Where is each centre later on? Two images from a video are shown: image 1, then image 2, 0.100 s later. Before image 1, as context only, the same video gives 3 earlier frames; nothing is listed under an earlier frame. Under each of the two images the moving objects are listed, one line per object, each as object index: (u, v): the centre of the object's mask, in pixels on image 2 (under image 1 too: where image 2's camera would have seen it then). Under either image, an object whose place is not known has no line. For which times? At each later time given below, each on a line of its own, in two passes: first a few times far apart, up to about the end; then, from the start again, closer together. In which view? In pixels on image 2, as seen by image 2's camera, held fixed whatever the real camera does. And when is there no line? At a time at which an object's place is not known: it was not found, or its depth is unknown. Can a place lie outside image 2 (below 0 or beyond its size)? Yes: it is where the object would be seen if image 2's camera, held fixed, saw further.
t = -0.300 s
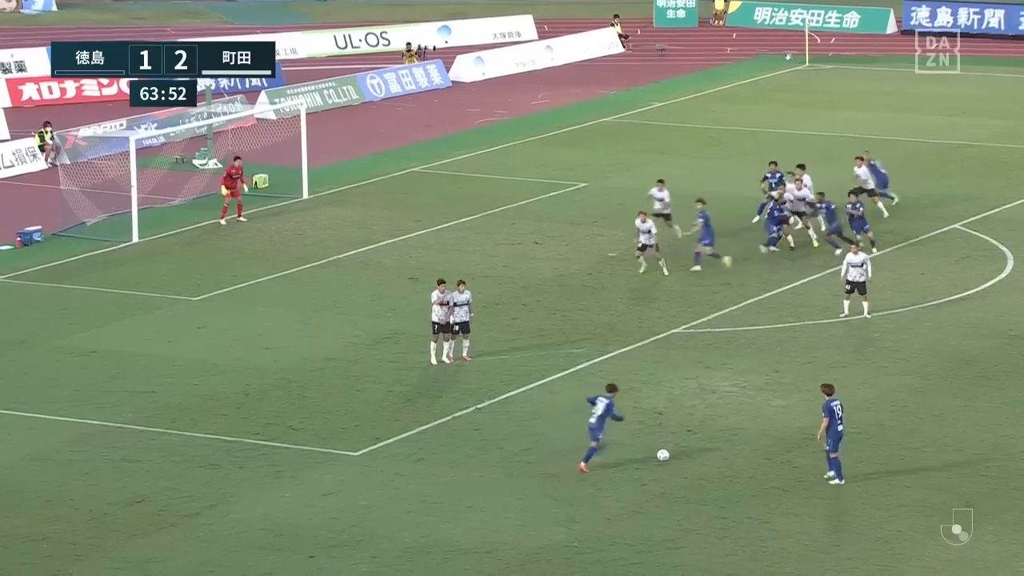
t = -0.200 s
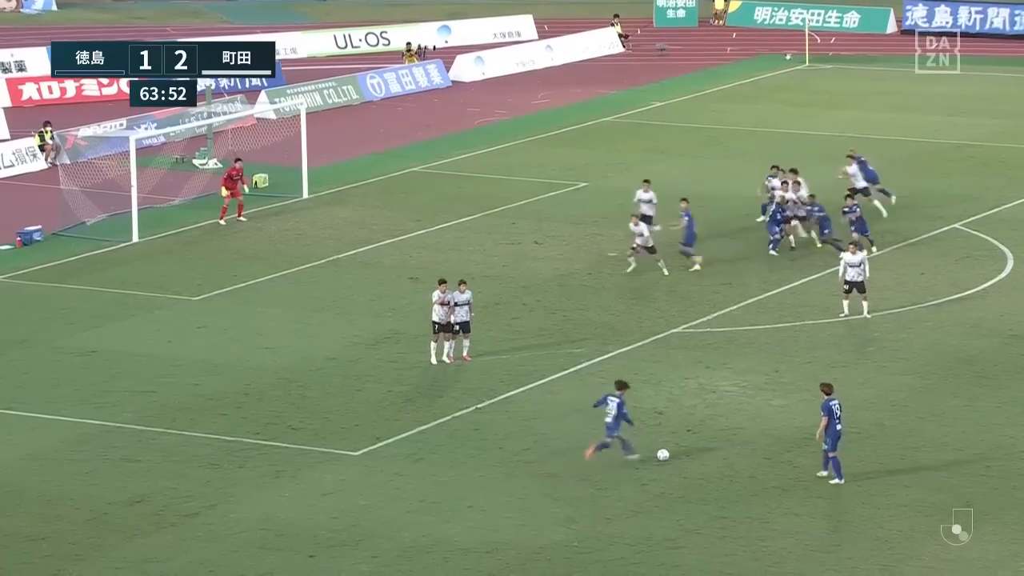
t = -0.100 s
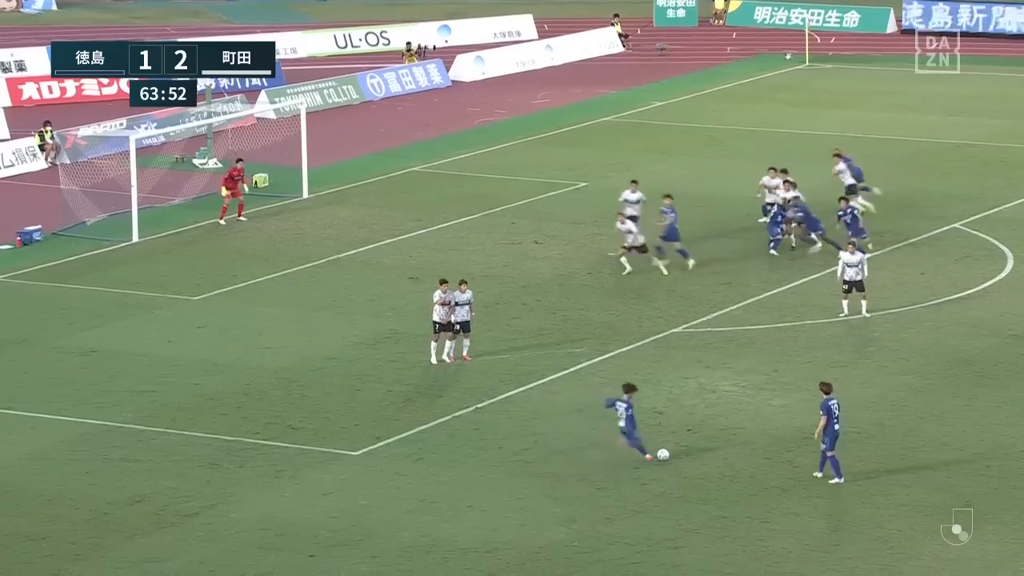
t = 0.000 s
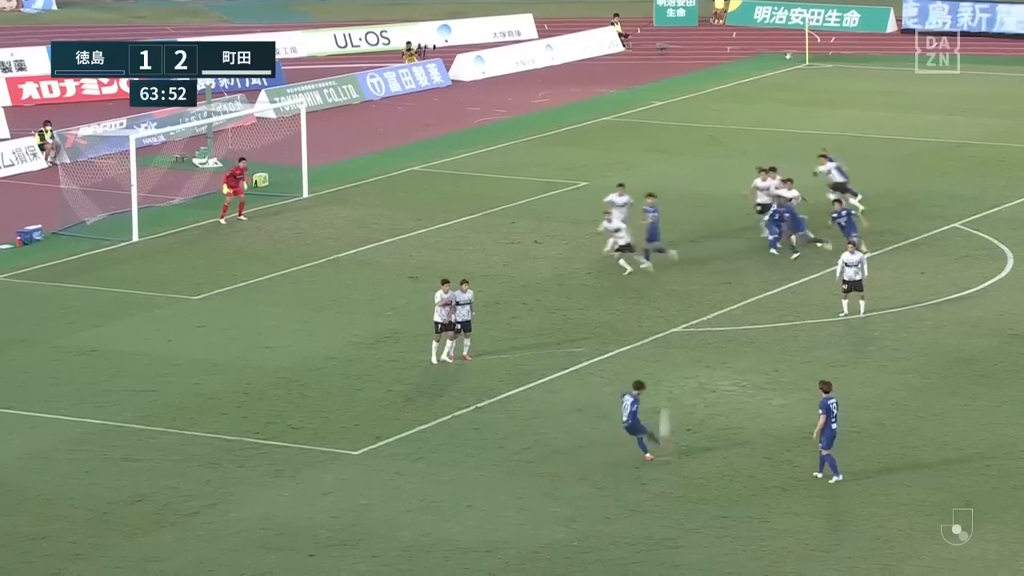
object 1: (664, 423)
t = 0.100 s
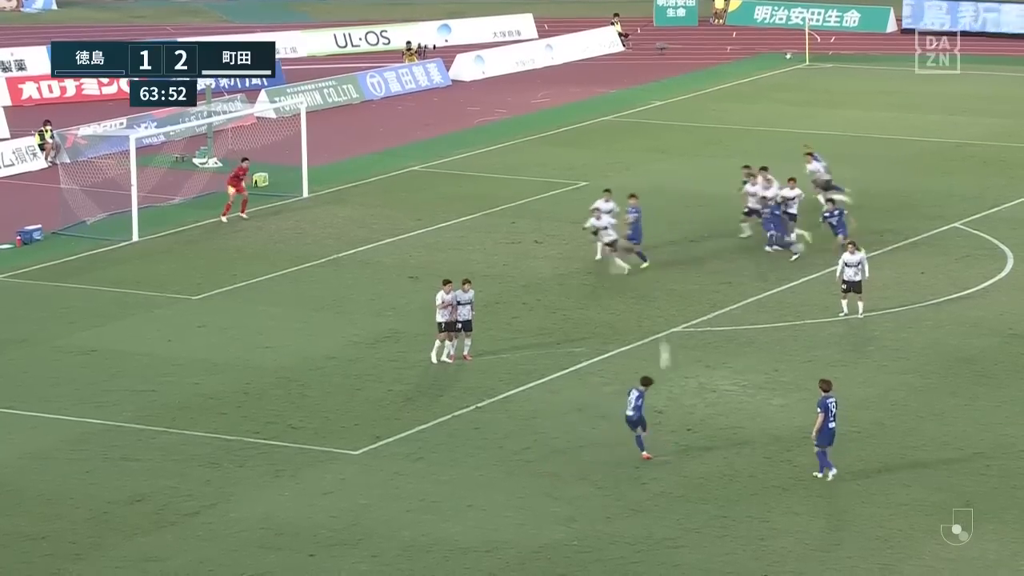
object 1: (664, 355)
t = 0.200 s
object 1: (660, 297)
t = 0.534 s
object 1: (626, 172)
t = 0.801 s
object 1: (586, 130)
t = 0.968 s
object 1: (558, 125)
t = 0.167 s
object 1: (662, 313)
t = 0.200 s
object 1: (660, 297)
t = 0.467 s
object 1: (634, 190)
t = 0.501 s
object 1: (631, 181)
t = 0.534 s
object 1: (626, 172)
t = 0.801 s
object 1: (586, 130)
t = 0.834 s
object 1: (580, 127)
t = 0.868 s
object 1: (574, 127)
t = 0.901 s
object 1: (571, 124)
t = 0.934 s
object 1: (564, 126)
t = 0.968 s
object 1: (558, 125)
